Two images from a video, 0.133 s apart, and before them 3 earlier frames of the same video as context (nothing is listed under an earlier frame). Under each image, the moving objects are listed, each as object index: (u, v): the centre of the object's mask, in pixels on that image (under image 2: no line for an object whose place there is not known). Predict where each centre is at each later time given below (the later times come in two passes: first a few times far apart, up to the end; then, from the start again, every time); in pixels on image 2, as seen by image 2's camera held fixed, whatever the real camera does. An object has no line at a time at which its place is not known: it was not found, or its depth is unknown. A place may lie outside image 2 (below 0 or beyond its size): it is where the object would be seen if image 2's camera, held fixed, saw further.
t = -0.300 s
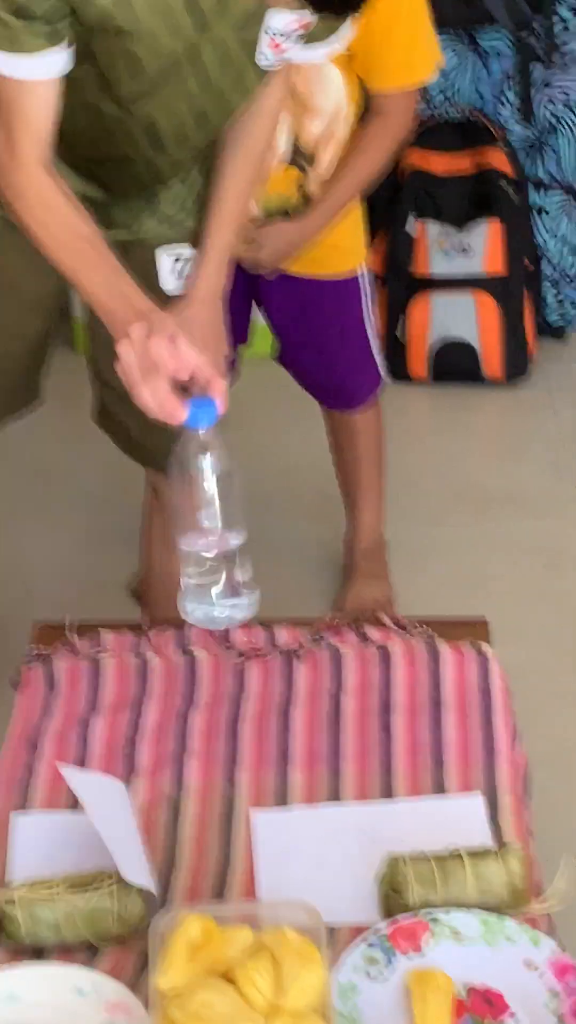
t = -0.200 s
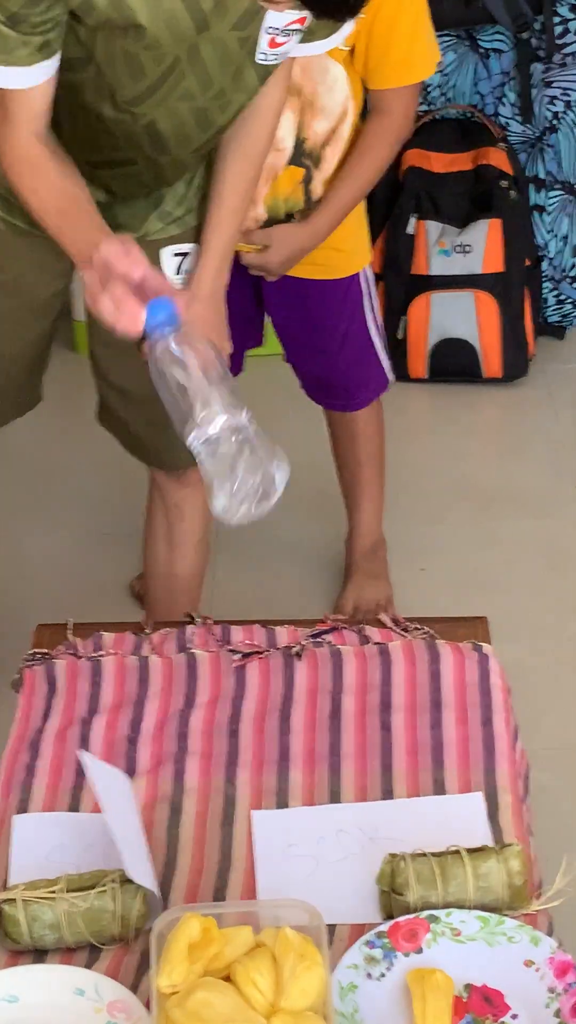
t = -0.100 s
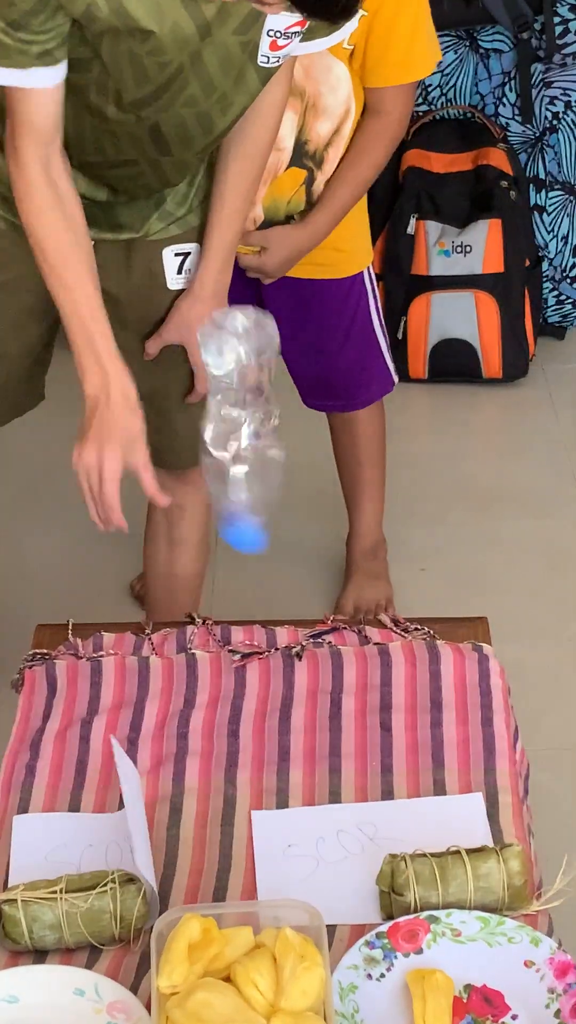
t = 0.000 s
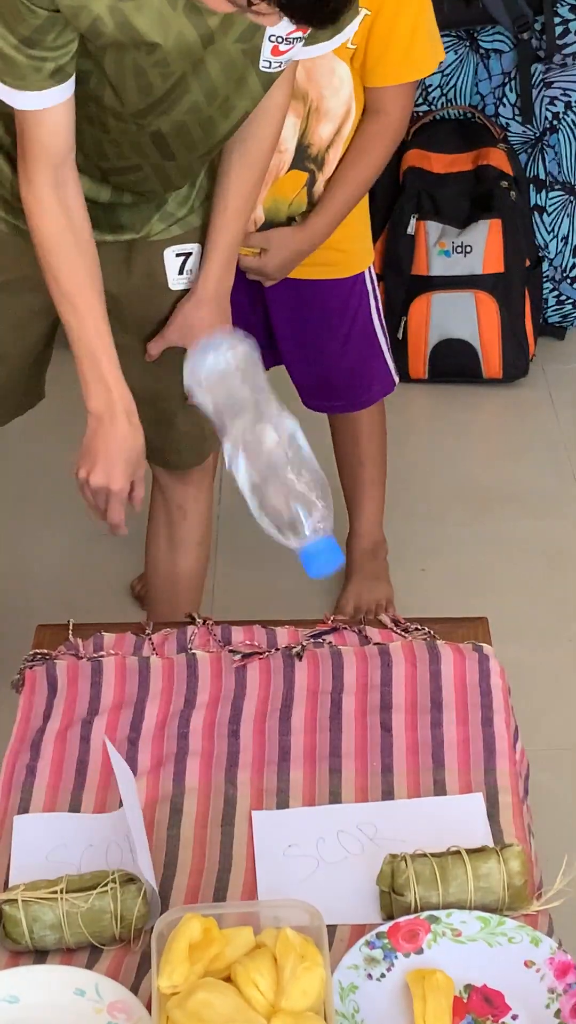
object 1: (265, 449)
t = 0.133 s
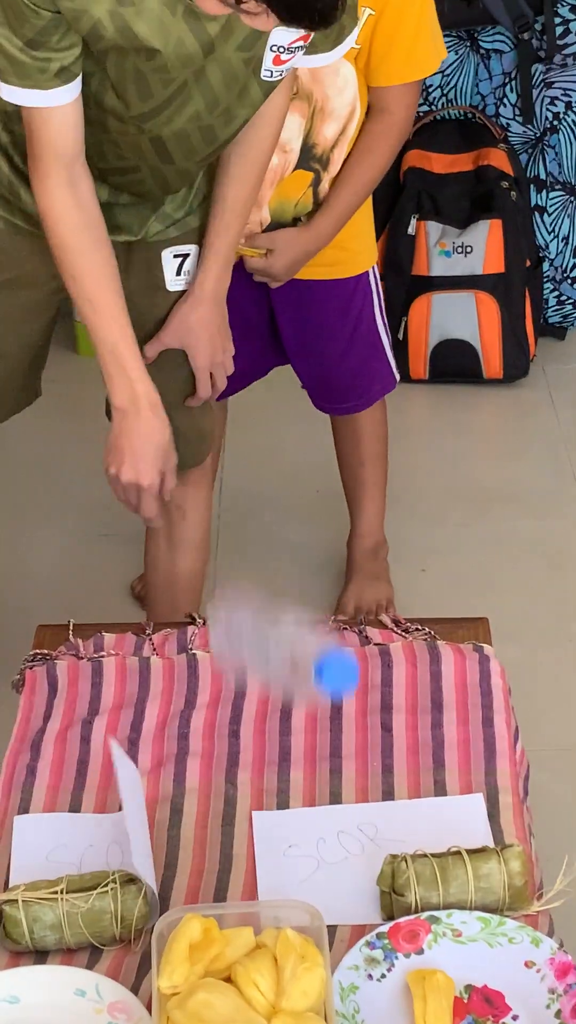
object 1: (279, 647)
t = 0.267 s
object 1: (306, 872)
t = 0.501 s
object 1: (309, 880)
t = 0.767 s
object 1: (310, 875)
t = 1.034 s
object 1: (311, 878)
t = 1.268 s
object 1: (320, 869)
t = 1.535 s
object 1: (318, 870)
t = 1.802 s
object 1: (317, 870)
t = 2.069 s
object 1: (317, 870)
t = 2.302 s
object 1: (318, 871)
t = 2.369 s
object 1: (318, 870)
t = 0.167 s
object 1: (286, 726)
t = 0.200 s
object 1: (289, 804)
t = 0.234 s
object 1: (303, 852)
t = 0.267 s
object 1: (306, 872)
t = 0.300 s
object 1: (306, 878)
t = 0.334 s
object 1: (307, 879)
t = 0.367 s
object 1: (308, 880)
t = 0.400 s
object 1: (308, 879)
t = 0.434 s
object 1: (306, 879)
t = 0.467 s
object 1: (305, 877)
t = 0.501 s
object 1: (309, 880)
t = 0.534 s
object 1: (310, 878)
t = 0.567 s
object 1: (312, 880)
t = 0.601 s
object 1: (311, 885)
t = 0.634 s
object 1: (313, 879)
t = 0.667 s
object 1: (313, 876)
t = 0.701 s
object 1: (312, 875)
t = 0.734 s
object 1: (312, 877)
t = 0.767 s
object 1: (310, 875)
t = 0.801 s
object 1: (310, 877)
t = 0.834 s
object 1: (308, 878)
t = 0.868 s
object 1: (308, 877)
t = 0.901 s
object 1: (308, 877)
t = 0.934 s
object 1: (309, 877)
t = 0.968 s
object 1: (309, 876)
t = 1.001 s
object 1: (309, 882)
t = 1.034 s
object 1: (311, 878)
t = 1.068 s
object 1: (312, 874)
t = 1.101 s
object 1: (315, 874)
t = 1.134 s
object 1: (317, 872)
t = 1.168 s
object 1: (319, 871)
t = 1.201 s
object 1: (320, 873)
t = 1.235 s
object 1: (320, 869)
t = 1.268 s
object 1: (320, 869)
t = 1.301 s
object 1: (320, 869)
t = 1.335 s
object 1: (320, 869)
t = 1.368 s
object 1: (320, 869)
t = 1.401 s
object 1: (320, 869)
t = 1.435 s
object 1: (320, 869)
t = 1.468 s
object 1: (319, 870)
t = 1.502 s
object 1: (318, 871)
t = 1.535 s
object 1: (318, 870)
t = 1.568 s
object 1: (317, 870)
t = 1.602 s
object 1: (317, 870)
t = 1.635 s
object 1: (317, 870)
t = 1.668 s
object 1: (317, 870)
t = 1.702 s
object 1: (316, 870)
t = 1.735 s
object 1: (316, 870)
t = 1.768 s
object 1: (317, 870)
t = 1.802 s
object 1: (317, 870)
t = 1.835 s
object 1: (317, 870)
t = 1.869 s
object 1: (317, 870)
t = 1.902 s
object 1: (317, 870)
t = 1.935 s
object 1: (317, 870)
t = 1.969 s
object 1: (317, 870)
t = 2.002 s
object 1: (317, 870)
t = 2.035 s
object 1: (317, 870)
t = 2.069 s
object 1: (317, 870)
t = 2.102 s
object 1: (317, 870)
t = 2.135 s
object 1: (317, 870)
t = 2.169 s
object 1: (317, 870)
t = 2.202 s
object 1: (317, 870)
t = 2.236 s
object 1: (318, 870)
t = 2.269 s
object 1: (318, 871)
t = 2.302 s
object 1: (318, 871)
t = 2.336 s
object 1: (318, 871)
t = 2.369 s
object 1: (318, 870)
